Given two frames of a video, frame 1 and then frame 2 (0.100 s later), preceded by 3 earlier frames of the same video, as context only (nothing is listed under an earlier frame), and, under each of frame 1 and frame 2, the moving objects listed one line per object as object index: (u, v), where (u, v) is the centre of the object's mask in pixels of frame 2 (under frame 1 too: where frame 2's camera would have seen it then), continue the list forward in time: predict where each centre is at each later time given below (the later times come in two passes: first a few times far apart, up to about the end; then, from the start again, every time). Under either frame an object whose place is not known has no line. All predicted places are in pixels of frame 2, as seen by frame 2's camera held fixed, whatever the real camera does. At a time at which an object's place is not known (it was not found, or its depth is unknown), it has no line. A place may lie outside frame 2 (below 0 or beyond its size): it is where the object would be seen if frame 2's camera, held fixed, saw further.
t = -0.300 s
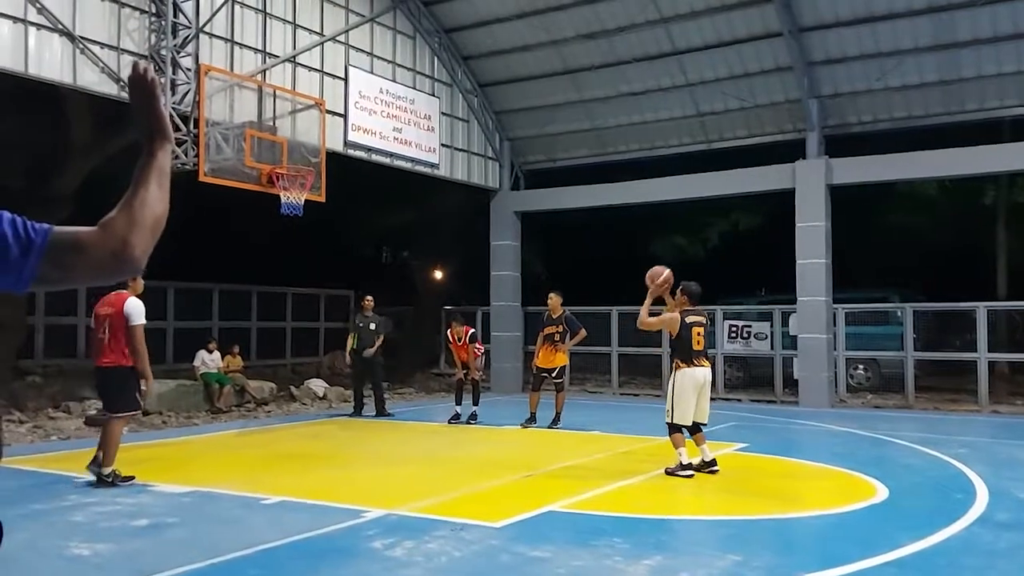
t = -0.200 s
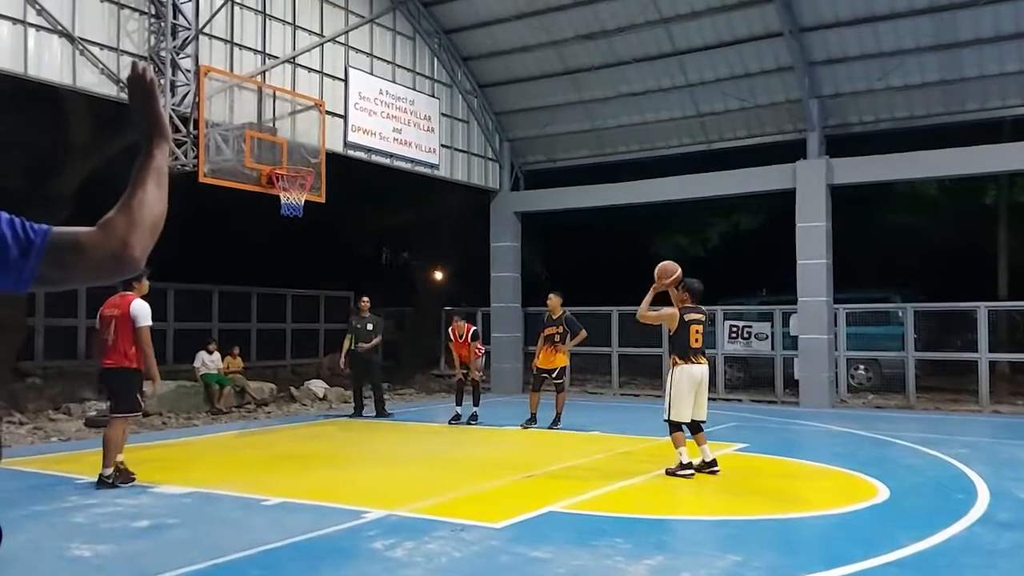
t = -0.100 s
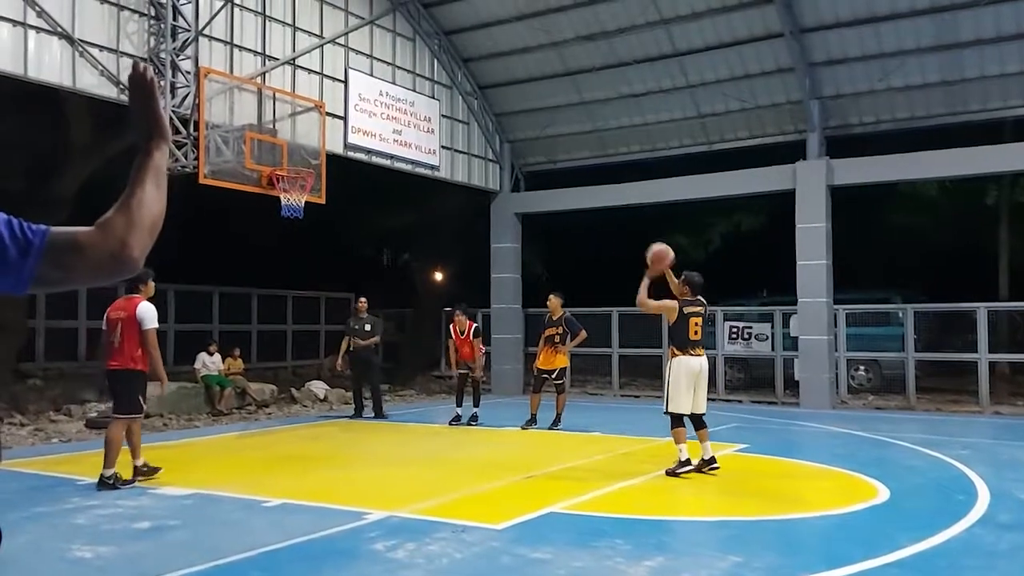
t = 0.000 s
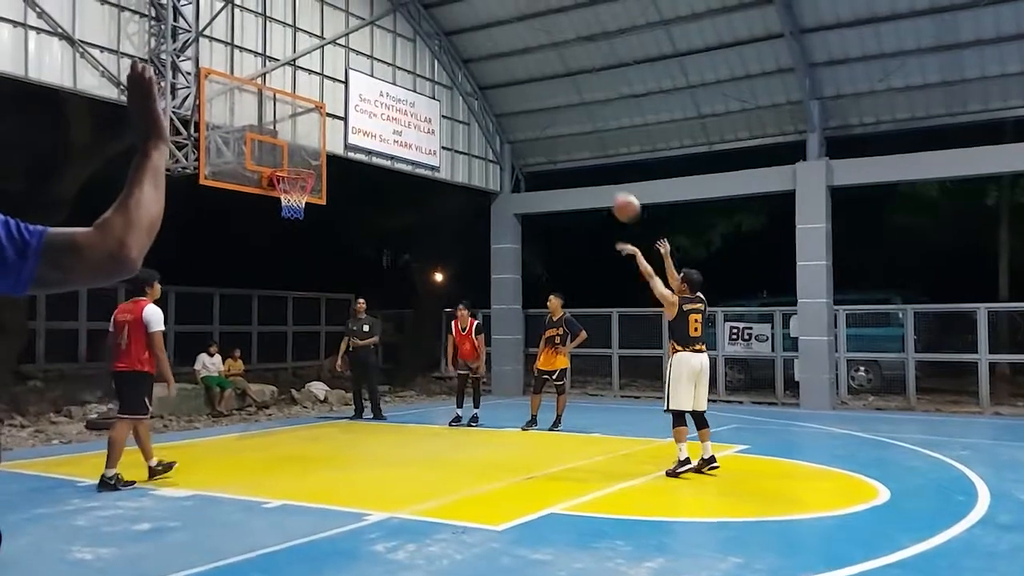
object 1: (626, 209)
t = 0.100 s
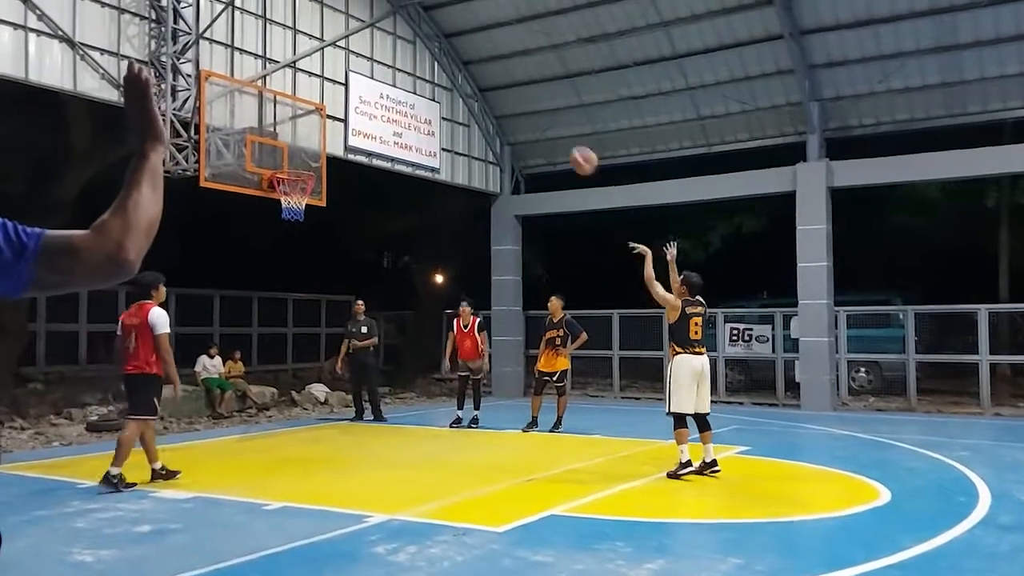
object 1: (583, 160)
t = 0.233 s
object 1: (530, 116)
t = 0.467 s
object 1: (446, 87)
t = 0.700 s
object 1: (372, 112)
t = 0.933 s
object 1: (309, 163)
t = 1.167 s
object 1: (283, 163)
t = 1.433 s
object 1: (306, 178)
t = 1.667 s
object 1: (295, 226)
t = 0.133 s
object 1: (570, 145)
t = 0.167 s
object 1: (557, 135)
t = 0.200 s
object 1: (543, 125)
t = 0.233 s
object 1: (530, 116)
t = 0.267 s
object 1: (517, 110)
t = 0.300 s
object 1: (505, 103)
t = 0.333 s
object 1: (493, 98)
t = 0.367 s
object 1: (480, 93)
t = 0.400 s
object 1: (469, 90)
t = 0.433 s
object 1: (457, 87)
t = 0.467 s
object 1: (446, 87)
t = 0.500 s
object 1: (436, 89)
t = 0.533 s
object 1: (424, 90)
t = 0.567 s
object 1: (414, 92)
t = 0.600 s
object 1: (403, 96)
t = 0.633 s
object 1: (392, 100)
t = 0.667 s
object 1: (381, 106)
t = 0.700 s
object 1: (372, 112)
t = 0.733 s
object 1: (362, 118)
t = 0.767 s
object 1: (352, 127)
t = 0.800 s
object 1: (341, 135)
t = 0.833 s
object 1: (331, 147)
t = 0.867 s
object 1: (324, 158)
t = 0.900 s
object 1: (314, 165)
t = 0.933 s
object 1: (309, 163)
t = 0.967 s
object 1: (305, 161)
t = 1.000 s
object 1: (300, 161)
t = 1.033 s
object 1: (297, 161)
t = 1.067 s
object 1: (292, 161)
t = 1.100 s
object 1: (287, 162)
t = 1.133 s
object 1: (283, 163)
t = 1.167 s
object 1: (283, 163)
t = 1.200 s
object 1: (286, 161)
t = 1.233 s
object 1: (288, 161)
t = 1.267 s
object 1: (290, 162)
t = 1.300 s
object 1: (292, 162)
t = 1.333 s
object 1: (296, 164)
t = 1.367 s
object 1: (299, 166)
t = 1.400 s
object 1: (302, 169)
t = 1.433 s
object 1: (306, 178)
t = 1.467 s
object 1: (305, 186)
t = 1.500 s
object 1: (304, 190)
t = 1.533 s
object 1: (301, 192)
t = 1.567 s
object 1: (303, 191)
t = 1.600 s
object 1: (297, 216)
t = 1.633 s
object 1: (297, 220)
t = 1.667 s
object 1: (295, 226)
